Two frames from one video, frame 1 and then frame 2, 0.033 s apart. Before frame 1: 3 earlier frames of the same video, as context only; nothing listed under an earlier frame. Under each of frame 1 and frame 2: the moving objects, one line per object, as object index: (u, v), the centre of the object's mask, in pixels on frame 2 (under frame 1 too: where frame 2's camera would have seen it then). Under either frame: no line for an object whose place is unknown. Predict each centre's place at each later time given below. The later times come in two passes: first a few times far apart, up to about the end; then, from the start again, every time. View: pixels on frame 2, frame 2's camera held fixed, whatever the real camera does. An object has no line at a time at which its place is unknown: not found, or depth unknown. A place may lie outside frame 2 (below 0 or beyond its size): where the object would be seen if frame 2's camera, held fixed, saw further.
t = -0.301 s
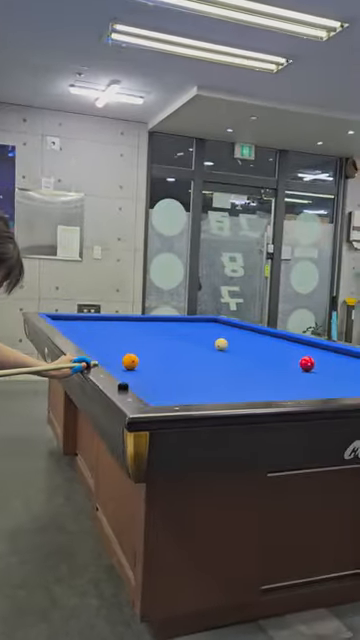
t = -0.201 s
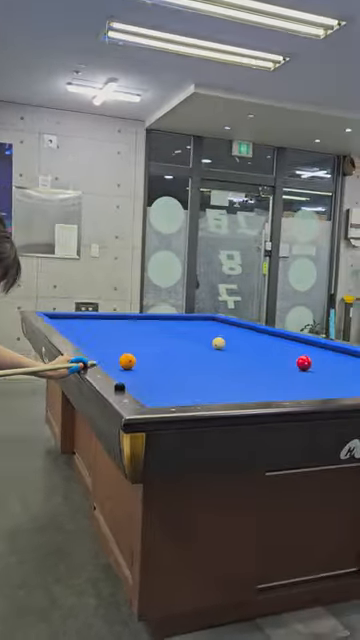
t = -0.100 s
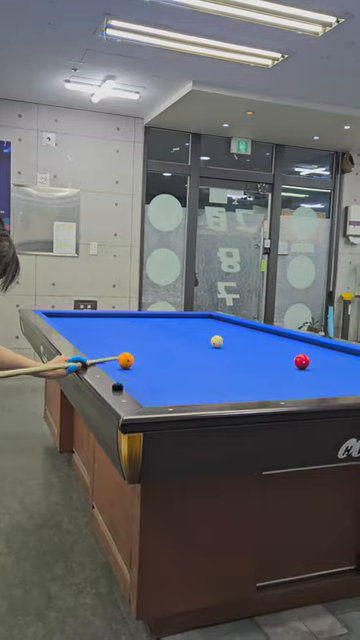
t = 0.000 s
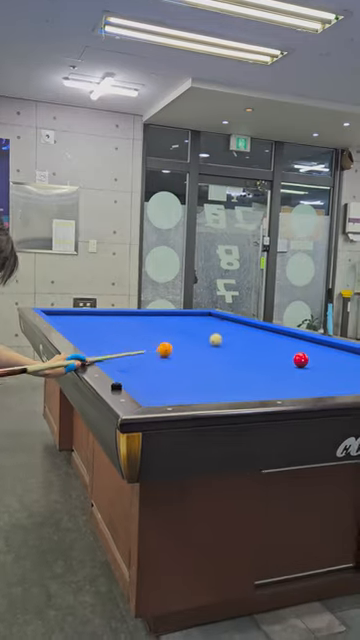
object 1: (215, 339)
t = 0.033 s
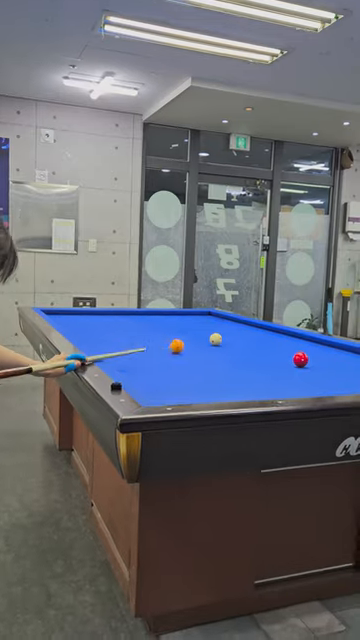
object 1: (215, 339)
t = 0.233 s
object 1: (260, 337)
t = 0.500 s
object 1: (266, 335)
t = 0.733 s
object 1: (213, 334)
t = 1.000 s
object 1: (153, 333)
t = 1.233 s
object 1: (99, 332)
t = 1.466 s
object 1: (89, 331)
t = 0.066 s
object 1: (215, 339)
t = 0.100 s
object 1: (215, 339)
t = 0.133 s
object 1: (220, 339)
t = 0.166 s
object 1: (234, 338)
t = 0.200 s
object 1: (247, 338)
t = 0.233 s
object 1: (260, 337)
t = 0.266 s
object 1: (272, 337)
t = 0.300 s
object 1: (283, 336)
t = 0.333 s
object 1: (294, 335)
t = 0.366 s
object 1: (302, 336)
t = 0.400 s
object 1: (293, 335)
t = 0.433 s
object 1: (284, 335)
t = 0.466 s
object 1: (275, 335)
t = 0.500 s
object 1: (266, 335)
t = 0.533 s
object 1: (257, 335)
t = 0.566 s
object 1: (250, 334)
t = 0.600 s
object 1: (242, 334)
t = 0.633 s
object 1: (235, 334)
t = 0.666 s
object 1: (228, 334)
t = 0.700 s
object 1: (220, 334)
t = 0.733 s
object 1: (213, 334)
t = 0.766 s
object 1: (205, 334)
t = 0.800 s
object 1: (198, 334)
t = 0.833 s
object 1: (190, 334)
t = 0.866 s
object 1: (183, 334)
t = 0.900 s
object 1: (176, 333)
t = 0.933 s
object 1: (168, 333)
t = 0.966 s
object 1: (160, 333)
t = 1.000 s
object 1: (153, 333)
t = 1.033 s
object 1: (145, 333)
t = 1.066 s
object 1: (138, 332)
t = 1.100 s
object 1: (130, 332)
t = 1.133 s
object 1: (122, 332)
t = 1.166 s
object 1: (115, 332)
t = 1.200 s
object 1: (107, 332)
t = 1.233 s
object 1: (99, 332)
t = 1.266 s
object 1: (92, 332)
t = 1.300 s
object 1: (84, 332)
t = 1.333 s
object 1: (76, 331)
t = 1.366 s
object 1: (72, 330)
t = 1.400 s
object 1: (78, 331)
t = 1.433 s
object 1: (84, 331)
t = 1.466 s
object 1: (89, 331)
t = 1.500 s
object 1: (94, 331)
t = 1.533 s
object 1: (99, 331)
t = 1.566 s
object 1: (103, 331)
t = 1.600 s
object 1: (107, 331)
